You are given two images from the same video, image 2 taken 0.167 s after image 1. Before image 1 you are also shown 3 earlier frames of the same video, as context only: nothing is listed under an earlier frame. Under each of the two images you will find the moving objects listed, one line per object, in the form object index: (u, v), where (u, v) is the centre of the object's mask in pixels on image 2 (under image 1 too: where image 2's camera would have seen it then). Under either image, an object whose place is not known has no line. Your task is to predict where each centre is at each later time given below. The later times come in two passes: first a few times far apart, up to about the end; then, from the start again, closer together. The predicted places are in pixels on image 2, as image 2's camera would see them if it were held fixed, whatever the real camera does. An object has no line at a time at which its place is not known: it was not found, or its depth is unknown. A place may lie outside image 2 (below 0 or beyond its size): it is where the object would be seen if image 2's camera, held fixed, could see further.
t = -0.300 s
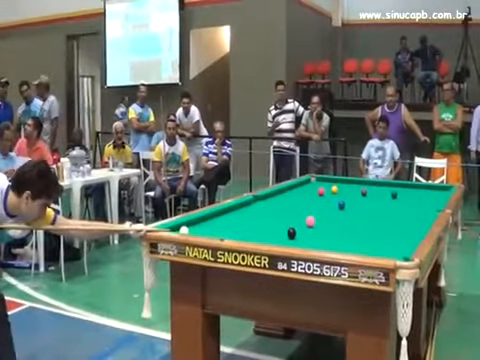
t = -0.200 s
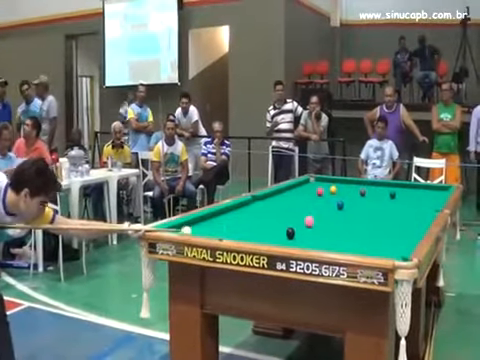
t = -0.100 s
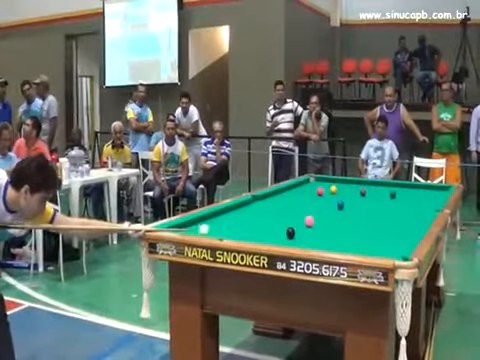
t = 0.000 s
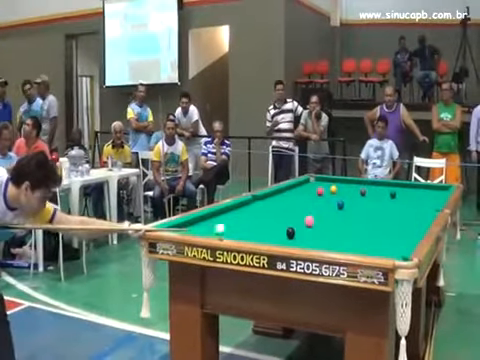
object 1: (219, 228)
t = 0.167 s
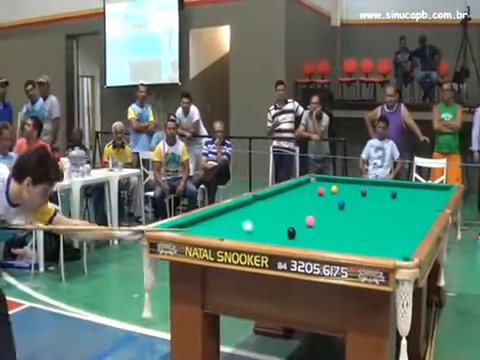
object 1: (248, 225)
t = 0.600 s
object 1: (302, 220)
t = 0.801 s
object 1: (307, 220)
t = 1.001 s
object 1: (312, 219)
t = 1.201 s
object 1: (317, 219)
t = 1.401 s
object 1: (320, 218)
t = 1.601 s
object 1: (324, 217)
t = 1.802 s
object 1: (327, 216)
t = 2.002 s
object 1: (328, 216)
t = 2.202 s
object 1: (330, 216)
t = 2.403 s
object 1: (331, 216)
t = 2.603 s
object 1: (331, 216)
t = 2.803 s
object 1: (331, 216)
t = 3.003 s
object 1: (331, 216)
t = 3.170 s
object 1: (331, 216)
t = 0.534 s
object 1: (299, 221)
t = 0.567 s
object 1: (302, 220)
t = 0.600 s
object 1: (302, 220)
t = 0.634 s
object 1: (303, 221)
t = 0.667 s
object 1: (304, 220)
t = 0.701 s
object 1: (306, 220)
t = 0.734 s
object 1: (306, 220)
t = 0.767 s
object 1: (307, 220)
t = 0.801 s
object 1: (307, 220)
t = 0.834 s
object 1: (308, 220)
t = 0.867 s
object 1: (309, 219)
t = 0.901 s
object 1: (309, 219)
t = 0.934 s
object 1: (311, 219)
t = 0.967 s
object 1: (312, 219)
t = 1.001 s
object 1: (312, 219)
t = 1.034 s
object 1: (313, 219)
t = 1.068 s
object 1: (314, 219)
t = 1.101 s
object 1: (315, 219)
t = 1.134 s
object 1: (315, 219)
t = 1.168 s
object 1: (316, 219)
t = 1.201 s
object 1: (317, 219)
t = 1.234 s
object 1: (317, 218)
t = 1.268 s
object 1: (318, 218)
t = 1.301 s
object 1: (319, 218)
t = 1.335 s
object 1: (319, 218)
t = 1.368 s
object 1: (320, 218)
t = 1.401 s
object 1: (320, 218)
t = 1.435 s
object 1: (321, 218)
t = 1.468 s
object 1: (321, 218)
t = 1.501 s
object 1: (323, 217)
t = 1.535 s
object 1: (323, 217)
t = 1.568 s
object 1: (323, 217)
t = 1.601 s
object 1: (324, 217)
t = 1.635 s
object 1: (324, 217)
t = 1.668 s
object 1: (324, 217)
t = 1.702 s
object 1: (325, 217)
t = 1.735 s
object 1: (325, 217)
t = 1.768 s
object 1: (326, 217)
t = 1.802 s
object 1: (327, 216)
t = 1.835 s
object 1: (327, 217)
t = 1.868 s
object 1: (327, 216)
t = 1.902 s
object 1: (327, 216)
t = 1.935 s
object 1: (328, 216)
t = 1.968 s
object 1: (328, 216)
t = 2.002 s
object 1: (328, 216)
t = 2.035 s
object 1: (329, 216)
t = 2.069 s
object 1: (329, 216)
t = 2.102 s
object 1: (329, 216)
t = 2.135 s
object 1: (330, 216)
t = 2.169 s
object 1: (330, 216)
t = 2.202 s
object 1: (330, 216)
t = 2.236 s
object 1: (330, 216)
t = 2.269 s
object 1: (330, 216)
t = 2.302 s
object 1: (330, 216)
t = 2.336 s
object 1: (331, 216)
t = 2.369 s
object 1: (331, 216)
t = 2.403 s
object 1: (331, 216)
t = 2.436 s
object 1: (331, 216)
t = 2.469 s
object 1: (331, 216)
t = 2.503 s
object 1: (331, 216)
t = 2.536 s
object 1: (331, 216)
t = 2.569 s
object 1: (331, 216)
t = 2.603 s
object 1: (331, 216)
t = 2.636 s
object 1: (331, 216)
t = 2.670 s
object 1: (331, 216)
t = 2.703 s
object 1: (331, 216)
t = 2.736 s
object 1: (331, 216)
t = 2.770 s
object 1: (331, 216)
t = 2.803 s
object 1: (331, 216)
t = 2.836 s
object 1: (331, 216)
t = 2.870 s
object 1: (331, 216)
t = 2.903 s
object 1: (331, 216)
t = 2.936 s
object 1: (331, 216)
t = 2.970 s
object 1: (331, 216)
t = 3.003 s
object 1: (331, 216)
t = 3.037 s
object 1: (331, 216)
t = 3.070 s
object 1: (331, 216)
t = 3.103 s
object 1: (331, 216)
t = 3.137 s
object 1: (331, 216)
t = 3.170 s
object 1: (331, 216)
